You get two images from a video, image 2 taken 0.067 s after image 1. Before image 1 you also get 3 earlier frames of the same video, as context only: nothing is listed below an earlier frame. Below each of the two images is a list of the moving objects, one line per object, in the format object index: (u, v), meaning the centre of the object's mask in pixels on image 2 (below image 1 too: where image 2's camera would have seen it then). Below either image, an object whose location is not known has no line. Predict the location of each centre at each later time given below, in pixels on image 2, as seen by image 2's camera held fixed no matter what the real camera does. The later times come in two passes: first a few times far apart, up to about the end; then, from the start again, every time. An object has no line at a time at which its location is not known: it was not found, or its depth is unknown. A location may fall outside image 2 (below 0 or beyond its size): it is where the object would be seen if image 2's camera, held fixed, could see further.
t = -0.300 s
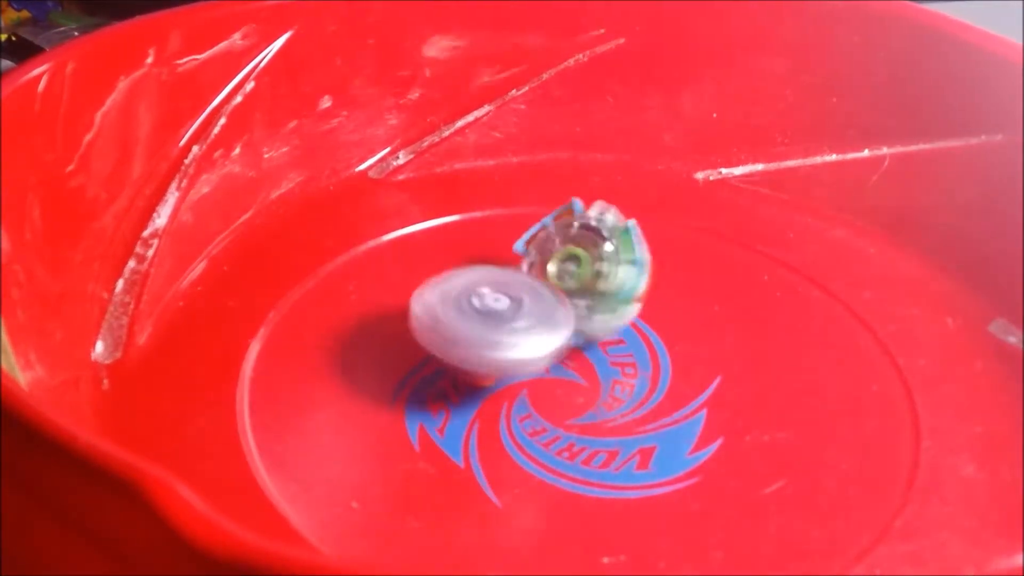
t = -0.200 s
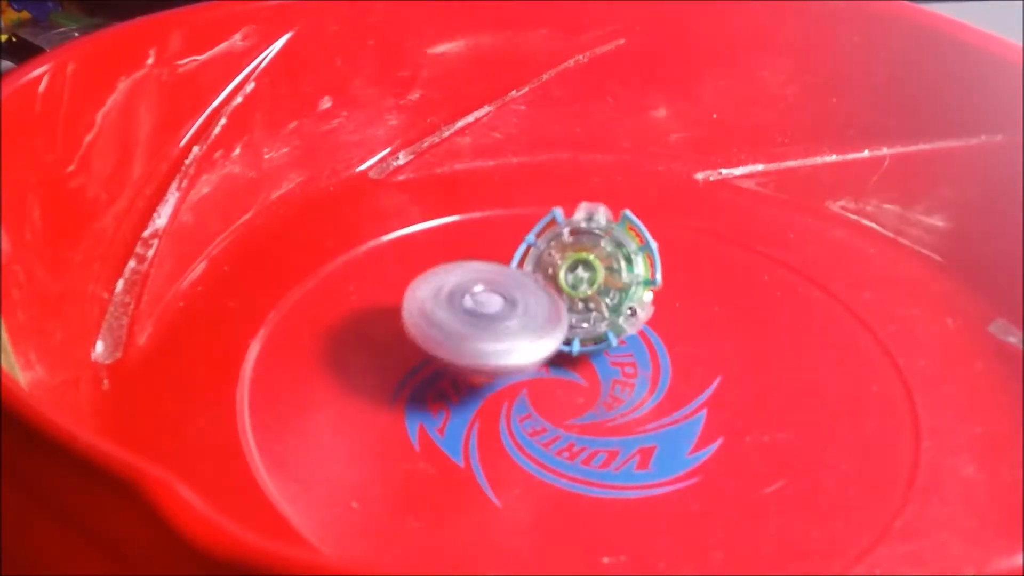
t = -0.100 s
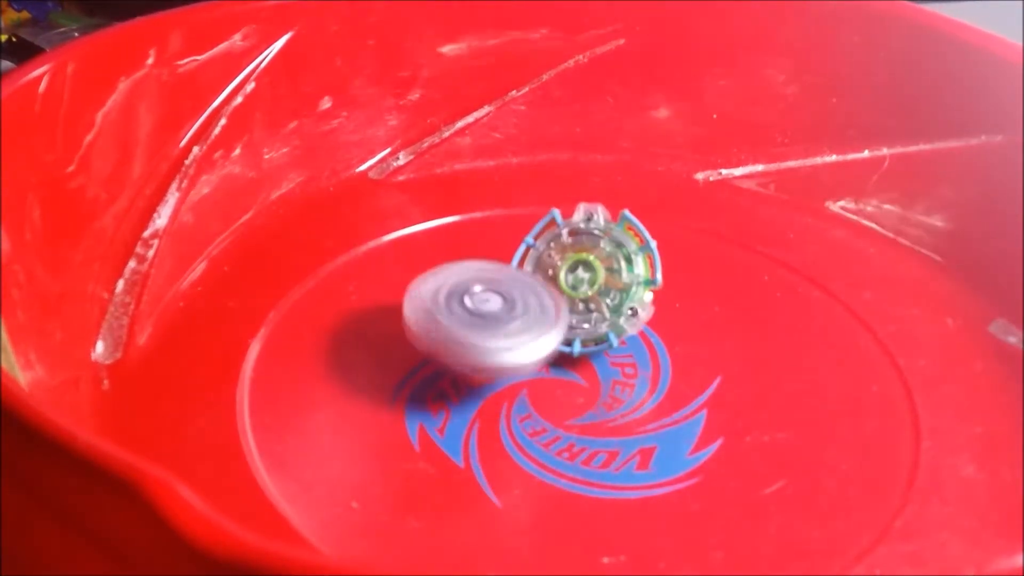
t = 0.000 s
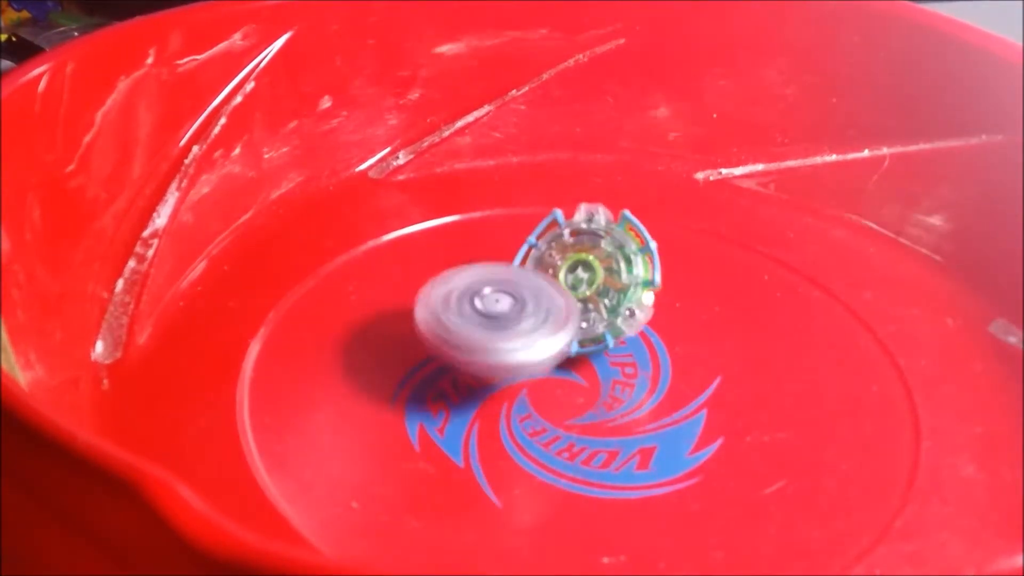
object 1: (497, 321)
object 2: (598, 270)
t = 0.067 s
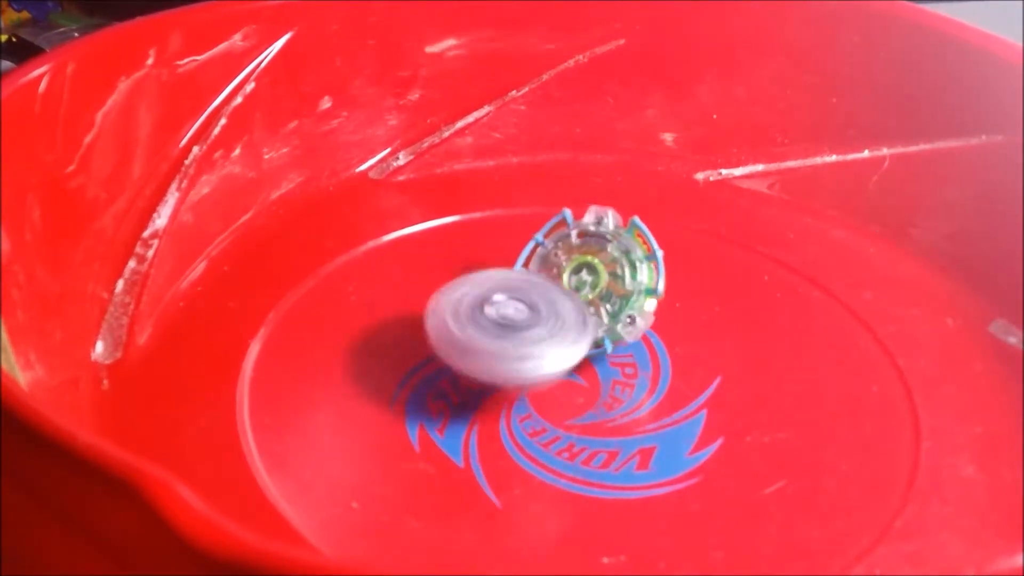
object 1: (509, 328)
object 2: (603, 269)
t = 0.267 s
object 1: (563, 353)
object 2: (602, 260)
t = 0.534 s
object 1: (642, 359)
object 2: (587, 266)
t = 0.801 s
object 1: (611, 395)
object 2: (611, 264)
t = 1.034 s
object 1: (562, 415)
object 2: (591, 280)
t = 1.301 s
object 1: (535, 359)
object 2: (550, 266)
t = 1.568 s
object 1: (513, 348)
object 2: (573, 262)
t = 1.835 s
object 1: (565, 352)
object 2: (575, 257)
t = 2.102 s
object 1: (637, 352)
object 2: (567, 265)
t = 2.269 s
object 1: (633, 350)
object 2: (576, 263)
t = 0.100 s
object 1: (517, 331)
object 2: (602, 266)
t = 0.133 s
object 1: (527, 335)
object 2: (601, 263)
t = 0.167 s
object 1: (537, 337)
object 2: (600, 261)
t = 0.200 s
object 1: (545, 344)
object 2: (603, 261)
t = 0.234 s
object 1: (553, 348)
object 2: (604, 261)
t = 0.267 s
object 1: (563, 353)
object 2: (602, 260)
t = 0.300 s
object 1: (574, 357)
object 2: (598, 260)
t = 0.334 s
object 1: (585, 361)
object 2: (593, 261)
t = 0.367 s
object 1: (595, 361)
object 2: (593, 262)
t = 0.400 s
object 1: (608, 362)
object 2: (591, 262)
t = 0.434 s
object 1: (611, 366)
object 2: (591, 262)
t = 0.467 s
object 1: (624, 362)
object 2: (593, 264)
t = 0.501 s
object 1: (635, 360)
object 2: (591, 265)
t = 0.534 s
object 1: (642, 359)
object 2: (587, 266)
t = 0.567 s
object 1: (643, 356)
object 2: (588, 265)
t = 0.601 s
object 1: (645, 353)
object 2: (589, 265)
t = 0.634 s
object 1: (638, 356)
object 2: (597, 262)
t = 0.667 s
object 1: (628, 363)
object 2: (609, 259)
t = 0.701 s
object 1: (622, 376)
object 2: (611, 260)
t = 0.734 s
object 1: (619, 379)
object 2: (611, 259)
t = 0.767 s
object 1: (617, 390)
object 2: (612, 262)
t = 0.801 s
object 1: (611, 395)
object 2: (611, 264)
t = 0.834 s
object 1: (604, 403)
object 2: (610, 265)
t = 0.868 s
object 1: (600, 408)
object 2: (609, 265)
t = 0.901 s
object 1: (589, 413)
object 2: (608, 266)
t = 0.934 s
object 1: (586, 417)
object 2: (606, 268)
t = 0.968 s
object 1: (575, 419)
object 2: (603, 272)
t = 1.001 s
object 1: (569, 419)
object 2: (598, 277)
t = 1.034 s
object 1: (562, 415)
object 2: (591, 280)
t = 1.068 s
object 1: (557, 412)
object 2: (583, 282)
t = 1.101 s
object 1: (553, 408)
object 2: (573, 282)
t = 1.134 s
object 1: (545, 400)
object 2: (563, 280)
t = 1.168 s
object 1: (544, 394)
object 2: (556, 277)
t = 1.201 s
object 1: (538, 386)
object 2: (549, 274)
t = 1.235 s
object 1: (536, 379)
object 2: (543, 271)
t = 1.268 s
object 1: (534, 368)
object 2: (545, 267)
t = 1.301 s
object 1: (535, 359)
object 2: (550, 266)
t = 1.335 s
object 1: (533, 351)
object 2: (556, 263)
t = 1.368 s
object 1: (525, 353)
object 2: (563, 261)
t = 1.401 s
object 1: (516, 351)
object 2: (571, 261)
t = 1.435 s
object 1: (513, 353)
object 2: (576, 262)
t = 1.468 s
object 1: (510, 352)
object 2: (579, 263)
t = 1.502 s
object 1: (510, 352)
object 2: (578, 264)
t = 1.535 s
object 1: (511, 349)
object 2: (575, 262)
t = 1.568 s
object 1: (513, 348)
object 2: (573, 262)
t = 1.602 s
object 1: (517, 347)
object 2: (574, 260)
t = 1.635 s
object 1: (524, 344)
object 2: (574, 259)
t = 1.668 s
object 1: (531, 341)
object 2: (574, 256)
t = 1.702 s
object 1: (536, 341)
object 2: (573, 255)
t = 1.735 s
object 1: (544, 341)
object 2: (575, 256)
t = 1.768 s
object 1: (551, 346)
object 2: (578, 256)
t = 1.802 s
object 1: (556, 344)
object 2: (577, 256)
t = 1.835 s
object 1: (565, 352)
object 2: (575, 257)
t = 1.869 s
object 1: (574, 353)
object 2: (575, 257)
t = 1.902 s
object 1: (585, 361)
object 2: (575, 259)
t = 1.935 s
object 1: (594, 360)
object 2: (572, 261)
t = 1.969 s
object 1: (607, 364)
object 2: (570, 263)
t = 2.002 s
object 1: (614, 361)
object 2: (569, 264)
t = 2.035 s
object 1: (624, 358)
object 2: (569, 264)
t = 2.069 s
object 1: (629, 356)
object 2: (567, 264)
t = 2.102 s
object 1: (637, 352)
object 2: (567, 265)
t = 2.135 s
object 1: (637, 351)
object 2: (569, 264)
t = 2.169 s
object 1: (641, 351)
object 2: (573, 263)
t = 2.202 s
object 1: (639, 351)
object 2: (576, 264)
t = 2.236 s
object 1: (638, 350)
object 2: (575, 264)
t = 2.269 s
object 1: (633, 350)
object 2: (576, 263)
